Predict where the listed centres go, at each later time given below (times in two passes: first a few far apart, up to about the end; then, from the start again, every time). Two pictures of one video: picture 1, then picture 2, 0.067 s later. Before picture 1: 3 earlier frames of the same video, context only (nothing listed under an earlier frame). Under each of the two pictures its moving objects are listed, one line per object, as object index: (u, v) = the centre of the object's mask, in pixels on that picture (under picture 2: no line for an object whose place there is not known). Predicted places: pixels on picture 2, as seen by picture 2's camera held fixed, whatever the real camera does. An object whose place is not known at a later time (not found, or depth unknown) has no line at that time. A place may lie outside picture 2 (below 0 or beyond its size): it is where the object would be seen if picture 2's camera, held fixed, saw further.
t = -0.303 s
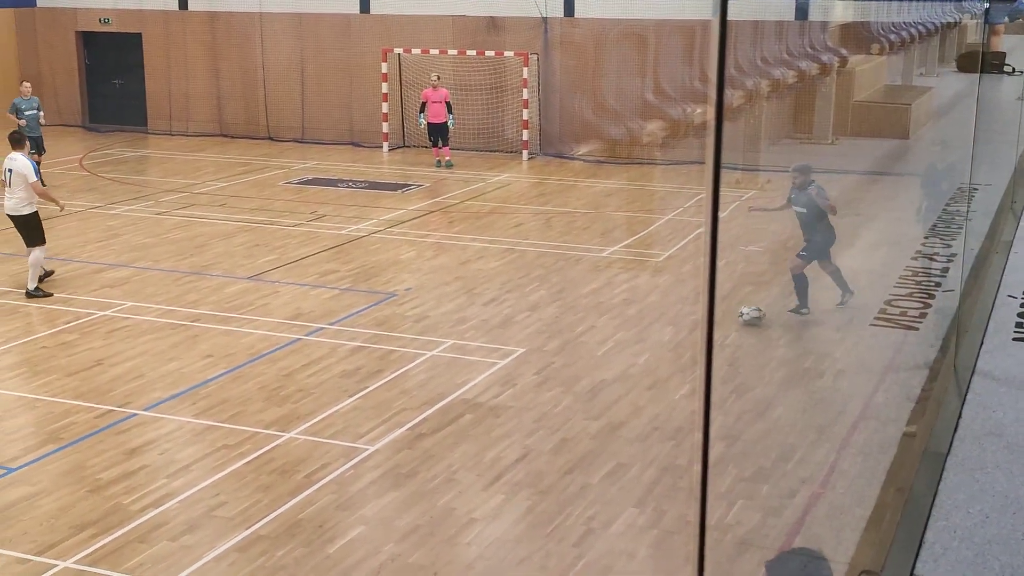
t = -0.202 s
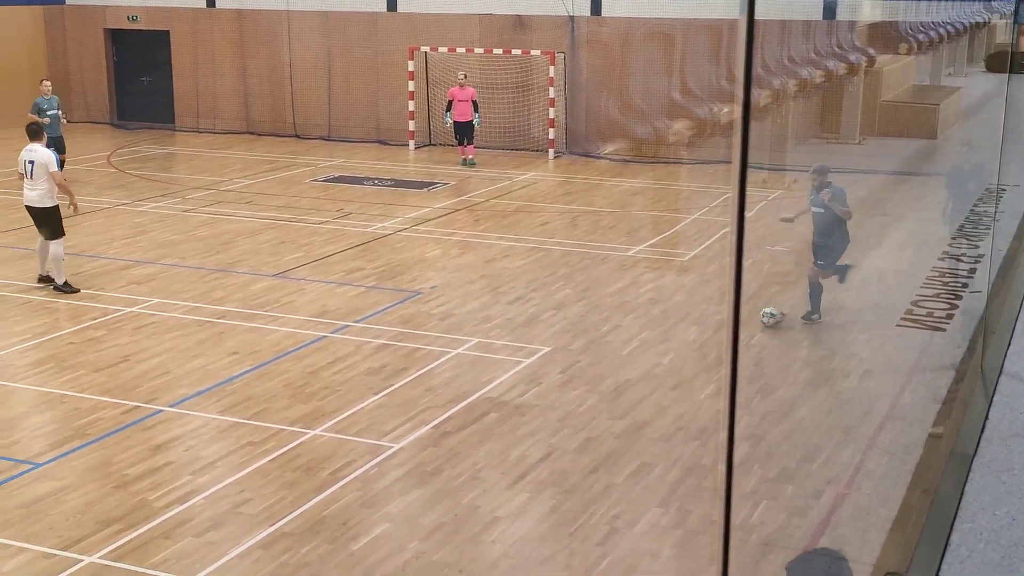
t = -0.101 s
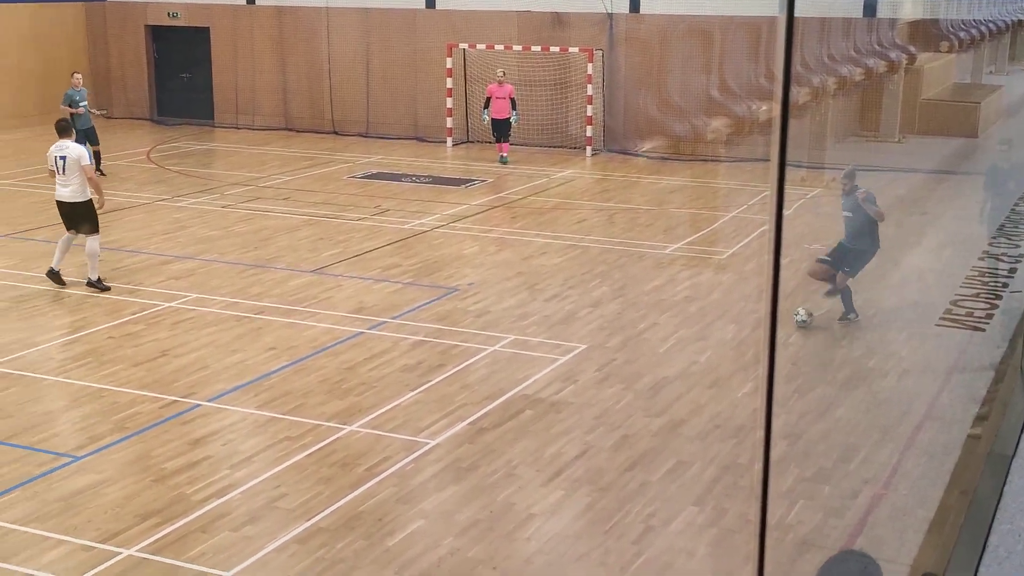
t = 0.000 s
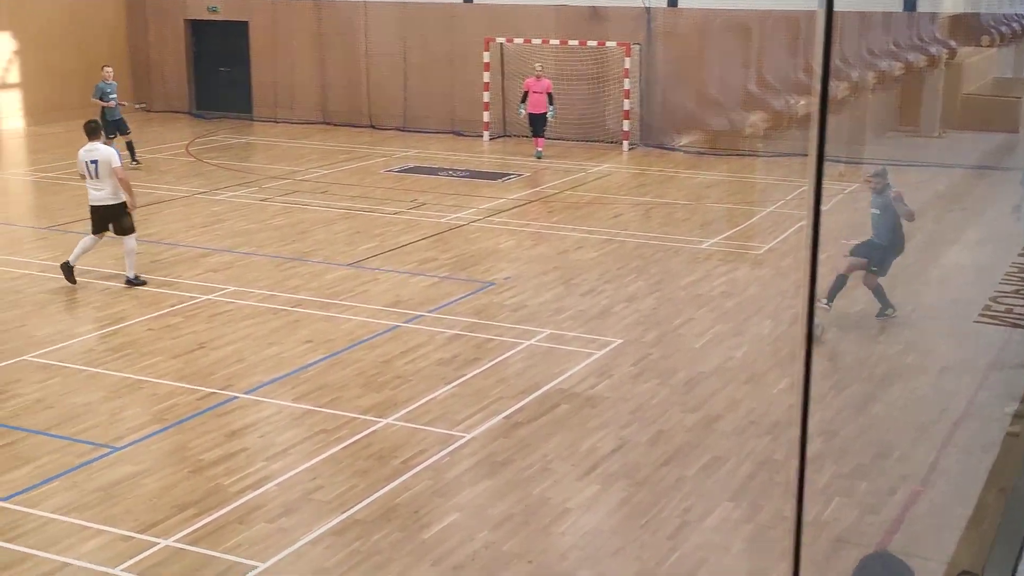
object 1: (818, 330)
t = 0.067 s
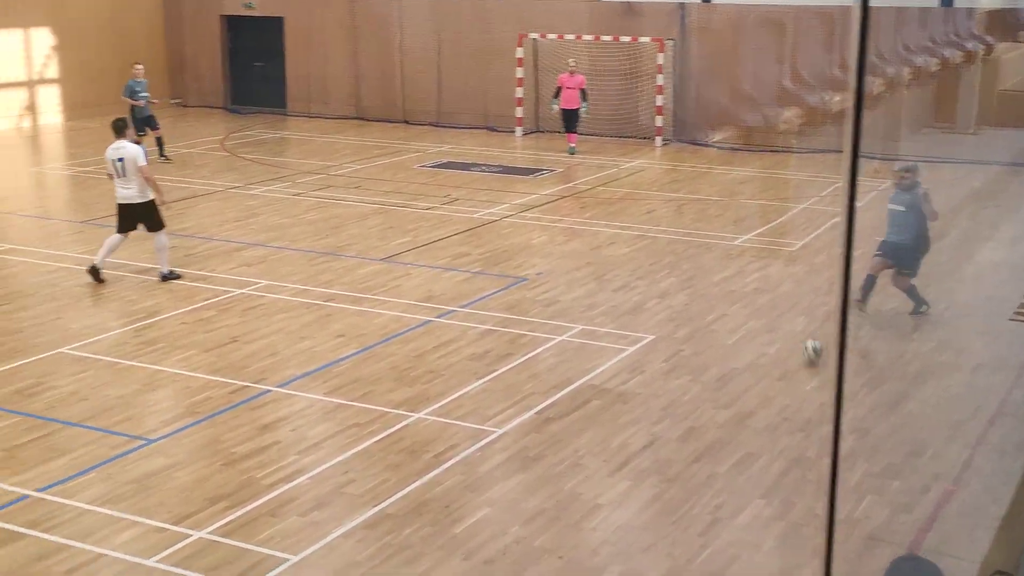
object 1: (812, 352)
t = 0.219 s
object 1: (714, 419)
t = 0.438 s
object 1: (536, 543)
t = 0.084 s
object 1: (802, 360)
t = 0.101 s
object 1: (792, 367)
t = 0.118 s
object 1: (784, 373)
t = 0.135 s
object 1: (774, 380)
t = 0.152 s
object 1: (763, 386)
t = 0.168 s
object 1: (751, 393)
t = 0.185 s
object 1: (740, 402)
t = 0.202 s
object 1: (727, 409)
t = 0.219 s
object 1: (714, 419)
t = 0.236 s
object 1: (704, 426)
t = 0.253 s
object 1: (692, 434)
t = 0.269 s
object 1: (680, 441)
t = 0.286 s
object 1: (668, 451)
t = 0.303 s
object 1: (654, 461)
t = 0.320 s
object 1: (641, 471)
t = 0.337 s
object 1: (627, 480)
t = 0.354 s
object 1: (614, 490)
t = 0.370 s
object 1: (599, 500)
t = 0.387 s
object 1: (584, 510)
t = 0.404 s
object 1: (568, 523)
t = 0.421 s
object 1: (552, 533)
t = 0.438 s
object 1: (536, 543)
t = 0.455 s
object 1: (519, 556)
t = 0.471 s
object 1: (501, 568)
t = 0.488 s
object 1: (483, 580)
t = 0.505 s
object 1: (466, 593)
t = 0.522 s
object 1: (448, 604)
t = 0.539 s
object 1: (427, 619)
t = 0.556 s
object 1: (406, 634)
